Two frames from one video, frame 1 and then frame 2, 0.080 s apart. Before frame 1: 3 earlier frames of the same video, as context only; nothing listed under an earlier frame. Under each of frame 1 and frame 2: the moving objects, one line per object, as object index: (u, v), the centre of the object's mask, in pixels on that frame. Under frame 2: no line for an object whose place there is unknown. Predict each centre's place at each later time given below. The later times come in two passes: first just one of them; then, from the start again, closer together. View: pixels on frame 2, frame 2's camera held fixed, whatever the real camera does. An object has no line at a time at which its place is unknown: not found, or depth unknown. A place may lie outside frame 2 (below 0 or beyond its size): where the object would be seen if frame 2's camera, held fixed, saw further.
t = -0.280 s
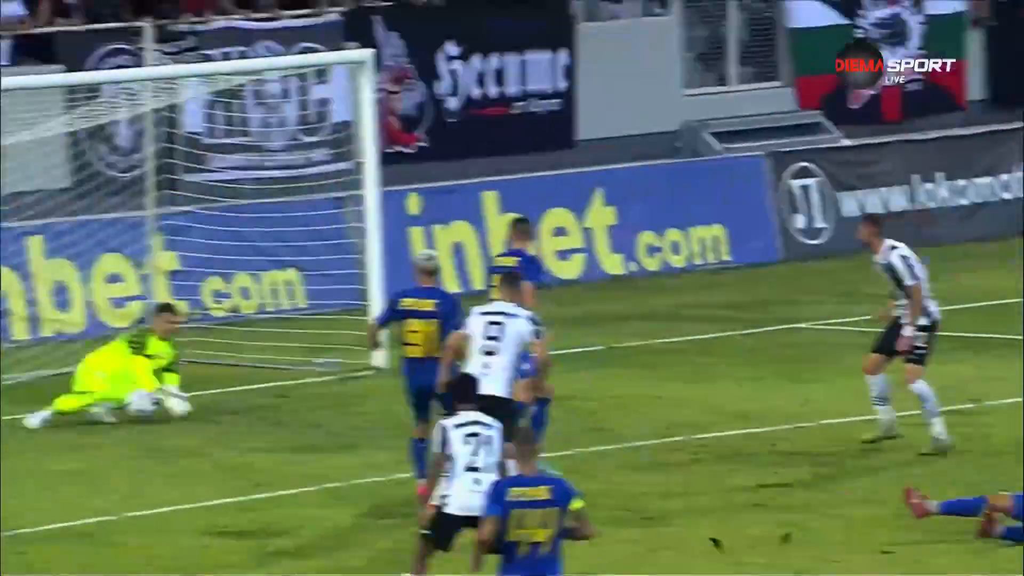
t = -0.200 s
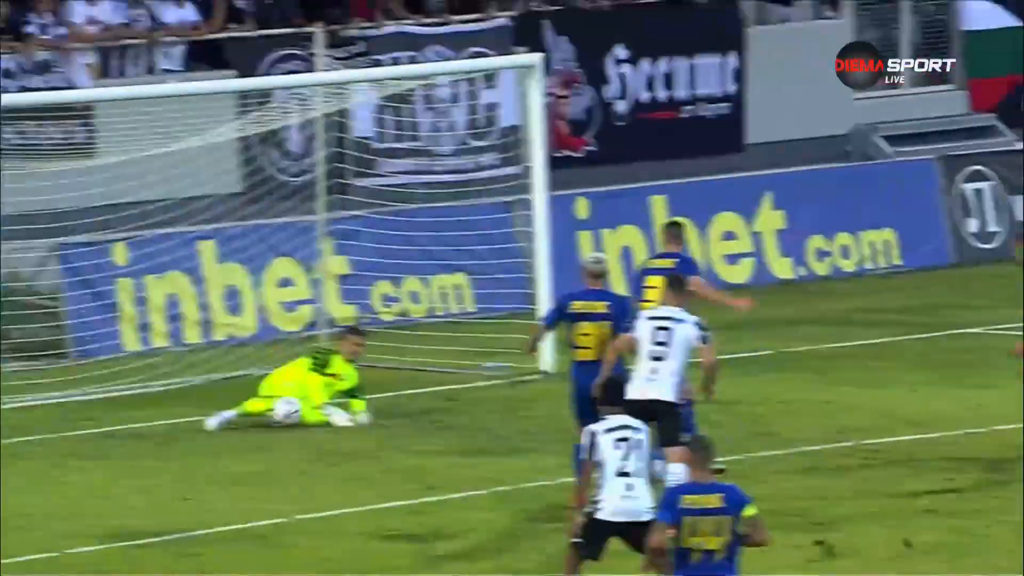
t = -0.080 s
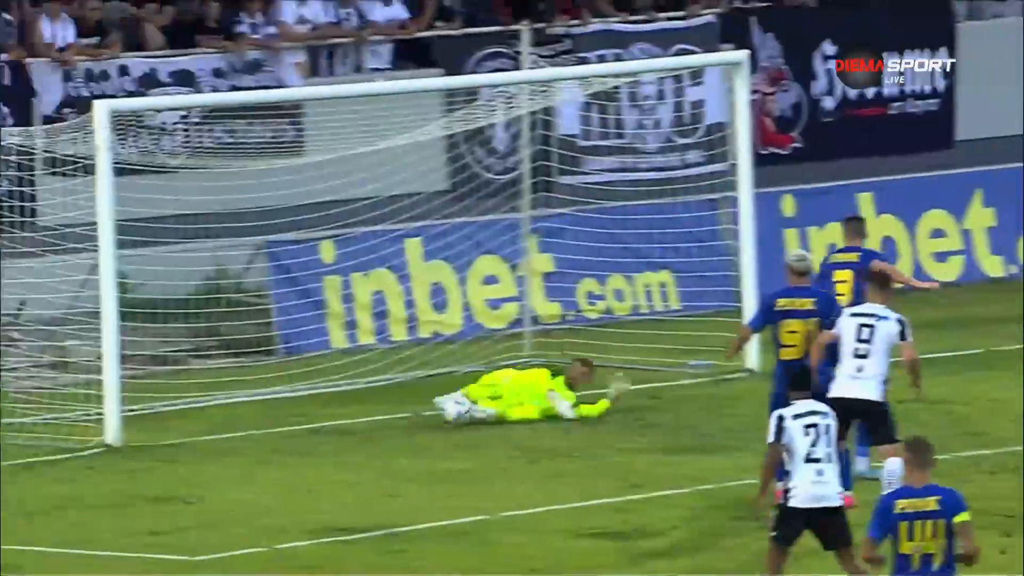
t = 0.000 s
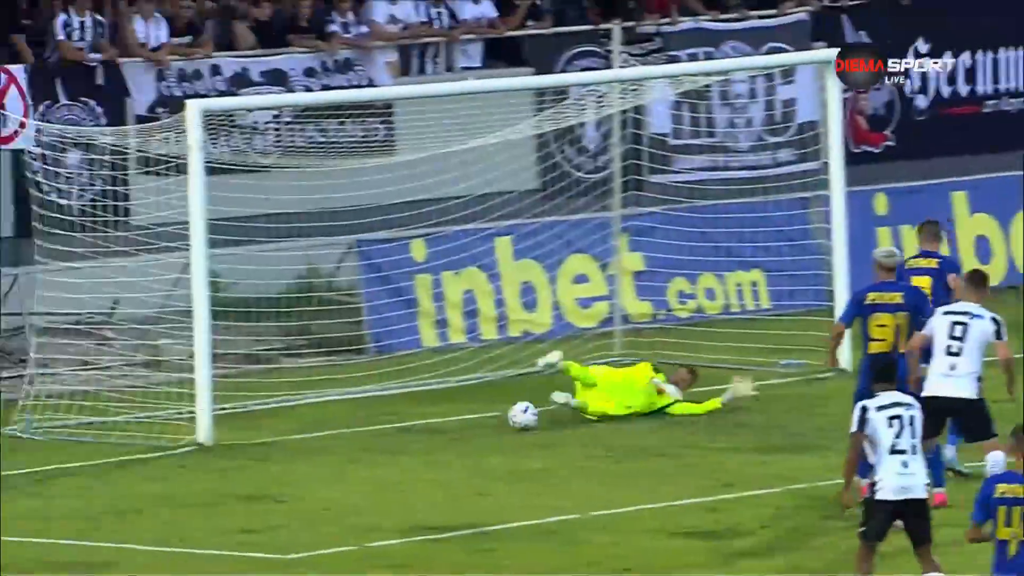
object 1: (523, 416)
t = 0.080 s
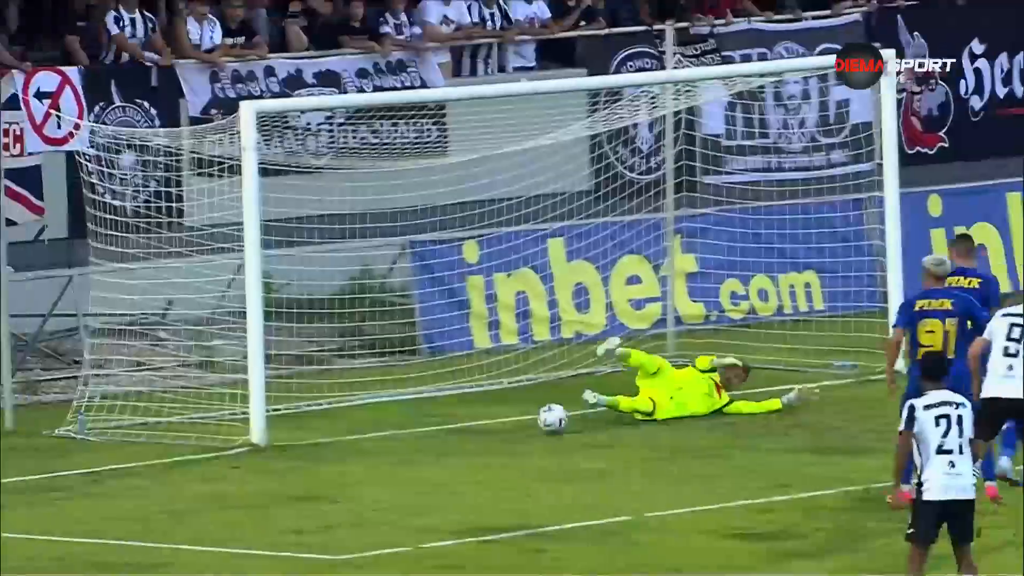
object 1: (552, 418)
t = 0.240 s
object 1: (510, 423)
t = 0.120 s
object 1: (542, 421)
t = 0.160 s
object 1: (531, 420)
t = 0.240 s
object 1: (510, 423)
